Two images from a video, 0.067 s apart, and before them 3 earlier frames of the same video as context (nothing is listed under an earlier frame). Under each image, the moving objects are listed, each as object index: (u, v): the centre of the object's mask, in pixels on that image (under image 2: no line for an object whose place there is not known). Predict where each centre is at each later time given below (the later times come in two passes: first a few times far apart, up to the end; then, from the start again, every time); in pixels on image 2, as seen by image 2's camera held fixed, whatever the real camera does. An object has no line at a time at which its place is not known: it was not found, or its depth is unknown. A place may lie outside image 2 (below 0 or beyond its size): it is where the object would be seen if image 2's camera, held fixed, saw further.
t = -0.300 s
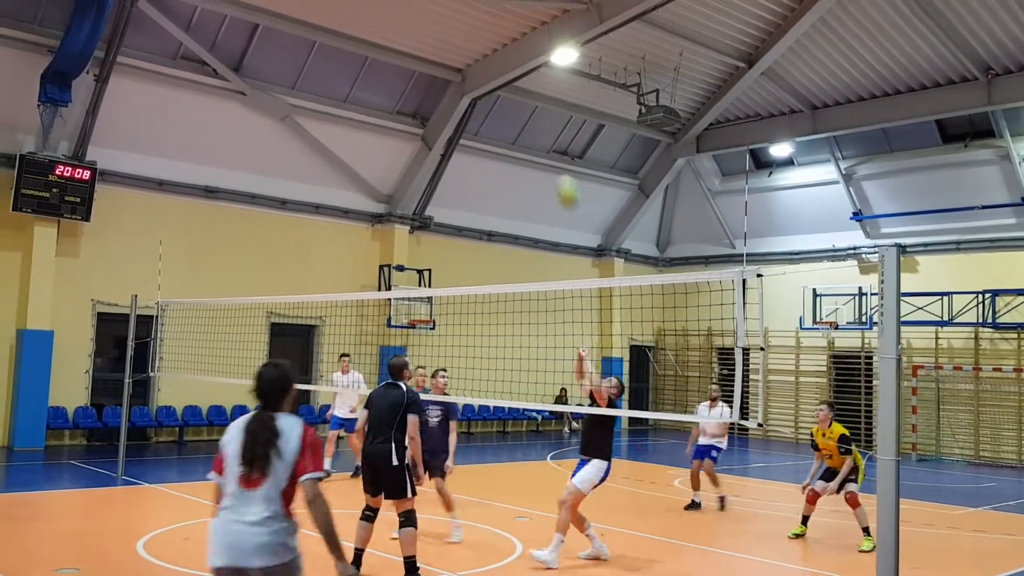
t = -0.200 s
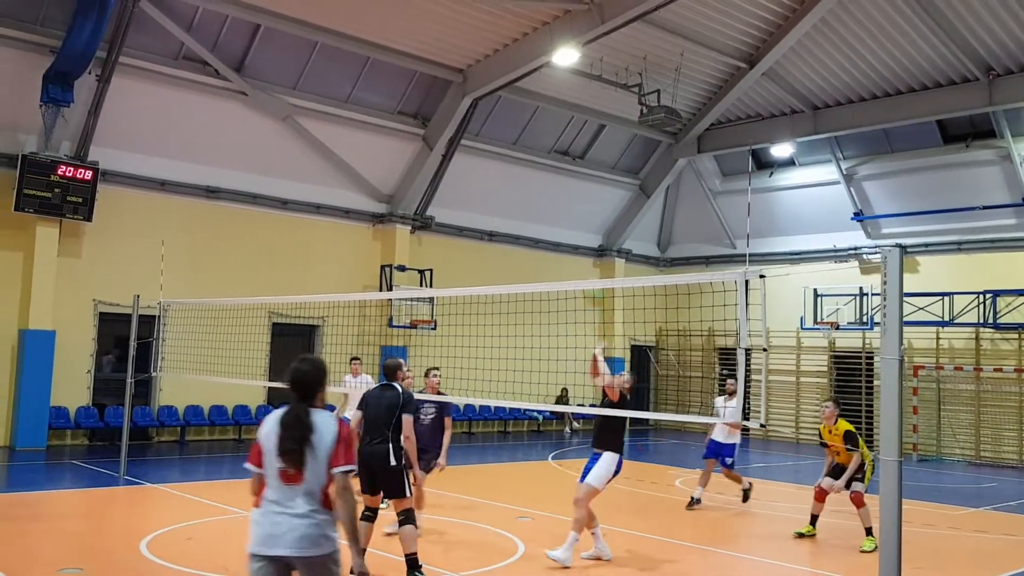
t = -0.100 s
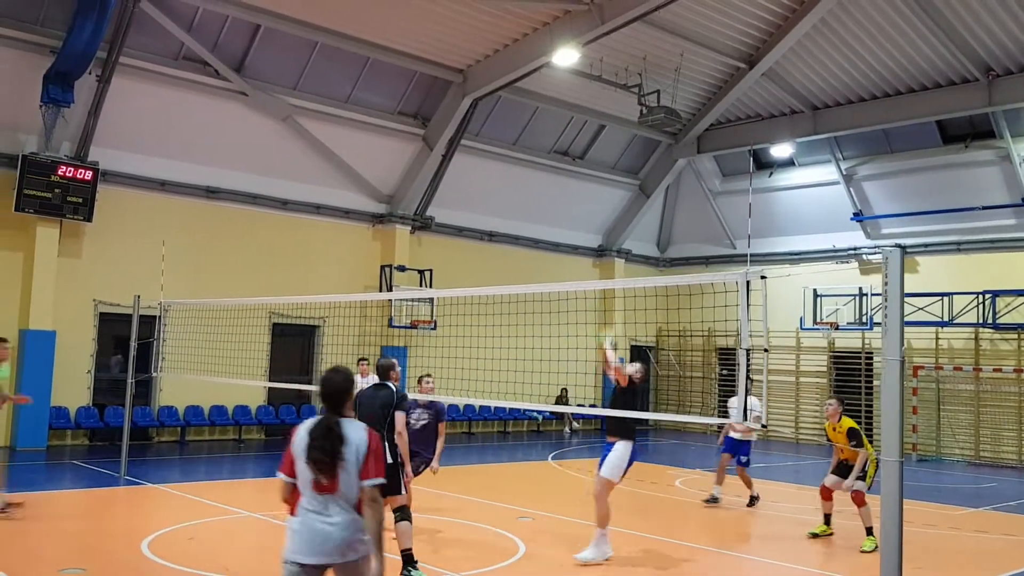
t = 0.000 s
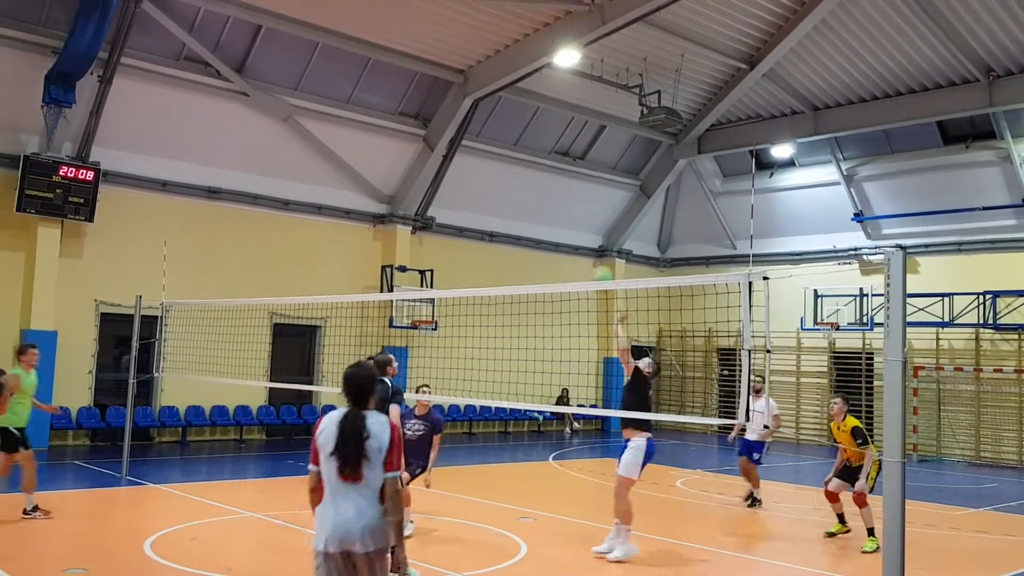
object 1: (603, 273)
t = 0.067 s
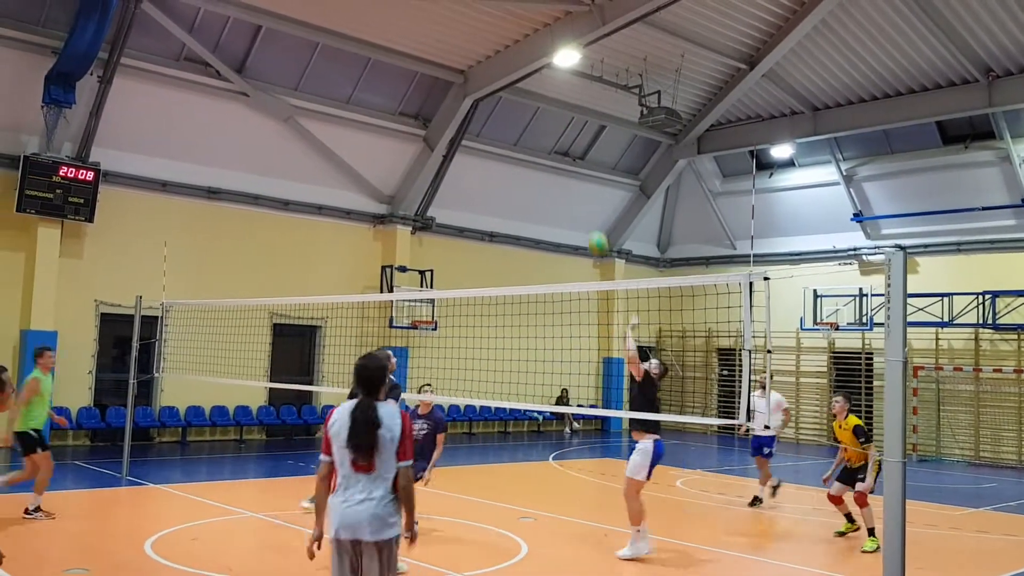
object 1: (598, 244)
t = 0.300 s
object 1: (580, 157)
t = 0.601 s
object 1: (557, 125)
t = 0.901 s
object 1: (531, 173)
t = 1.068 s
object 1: (517, 233)
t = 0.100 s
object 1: (595, 227)
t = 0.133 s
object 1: (592, 212)
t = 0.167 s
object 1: (590, 199)
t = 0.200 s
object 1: (587, 186)
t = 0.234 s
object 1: (585, 175)
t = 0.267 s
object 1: (582, 165)
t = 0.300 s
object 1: (580, 157)
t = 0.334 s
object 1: (577, 150)
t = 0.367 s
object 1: (575, 143)
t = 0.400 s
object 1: (572, 137)
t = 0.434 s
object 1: (570, 133)
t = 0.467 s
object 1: (567, 129)
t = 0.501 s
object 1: (565, 127)
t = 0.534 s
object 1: (562, 126)
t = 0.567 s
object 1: (559, 125)
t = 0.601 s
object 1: (557, 125)
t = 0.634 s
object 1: (554, 126)
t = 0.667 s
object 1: (551, 129)
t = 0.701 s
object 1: (548, 132)
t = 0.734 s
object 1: (545, 137)
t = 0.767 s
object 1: (542, 142)
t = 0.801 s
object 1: (540, 149)
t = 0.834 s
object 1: (536, 156)
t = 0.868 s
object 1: (534, 164)
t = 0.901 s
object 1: (531, 173)
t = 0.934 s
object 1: (528, 184)
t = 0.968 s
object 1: (525, 195)
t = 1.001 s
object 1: (523, 206)
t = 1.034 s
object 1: (519, 219)
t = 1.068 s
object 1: (517, 233)
